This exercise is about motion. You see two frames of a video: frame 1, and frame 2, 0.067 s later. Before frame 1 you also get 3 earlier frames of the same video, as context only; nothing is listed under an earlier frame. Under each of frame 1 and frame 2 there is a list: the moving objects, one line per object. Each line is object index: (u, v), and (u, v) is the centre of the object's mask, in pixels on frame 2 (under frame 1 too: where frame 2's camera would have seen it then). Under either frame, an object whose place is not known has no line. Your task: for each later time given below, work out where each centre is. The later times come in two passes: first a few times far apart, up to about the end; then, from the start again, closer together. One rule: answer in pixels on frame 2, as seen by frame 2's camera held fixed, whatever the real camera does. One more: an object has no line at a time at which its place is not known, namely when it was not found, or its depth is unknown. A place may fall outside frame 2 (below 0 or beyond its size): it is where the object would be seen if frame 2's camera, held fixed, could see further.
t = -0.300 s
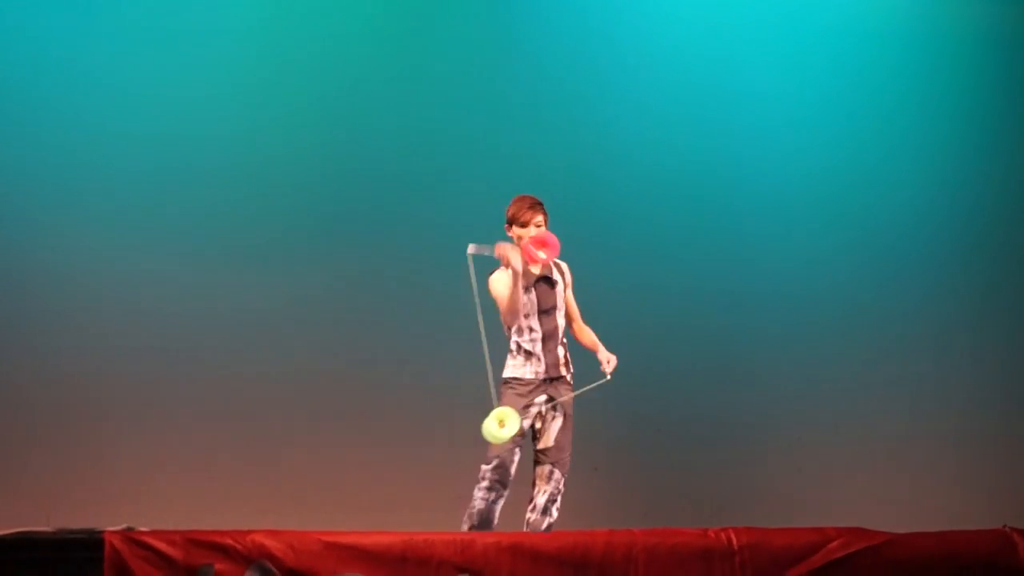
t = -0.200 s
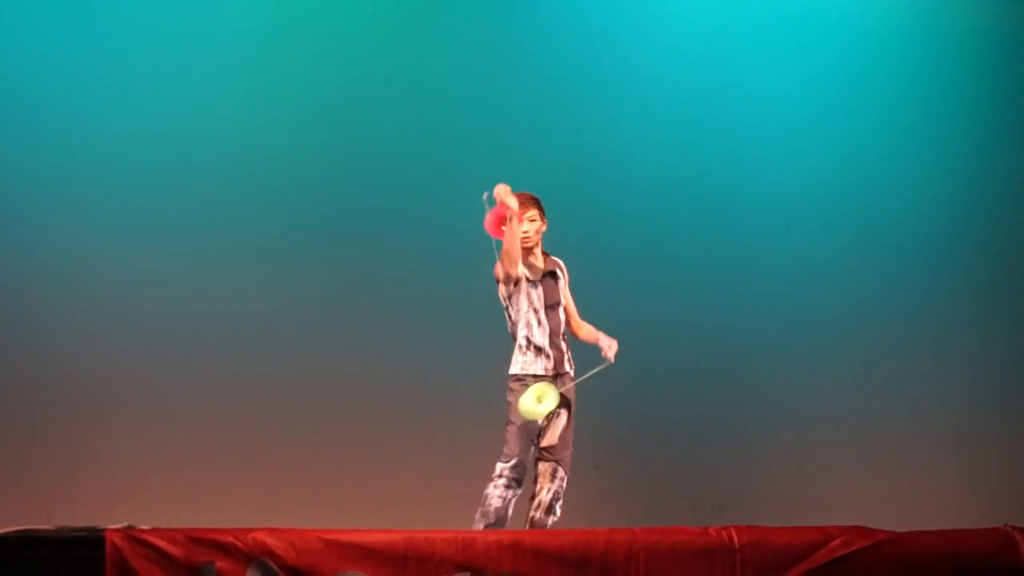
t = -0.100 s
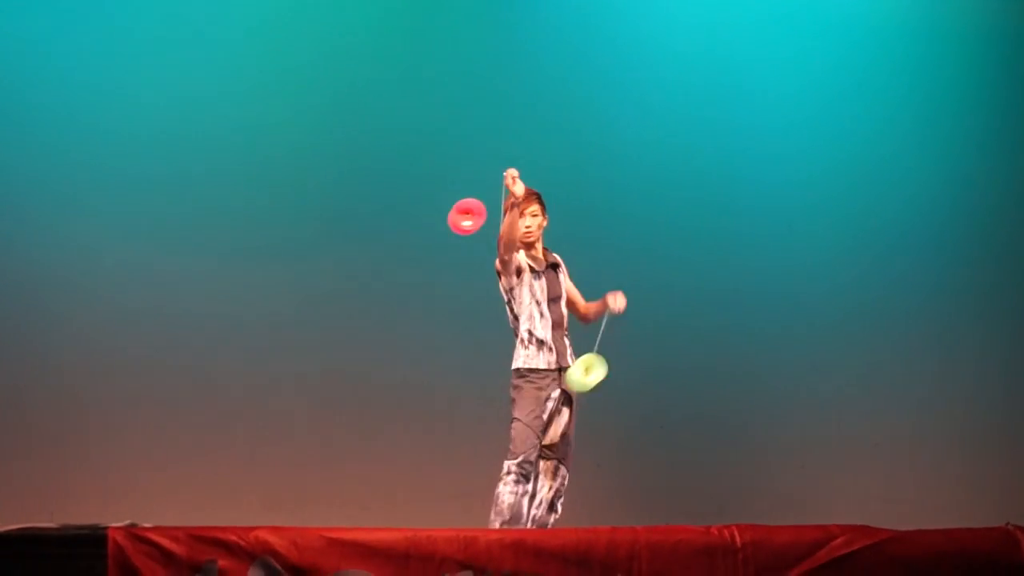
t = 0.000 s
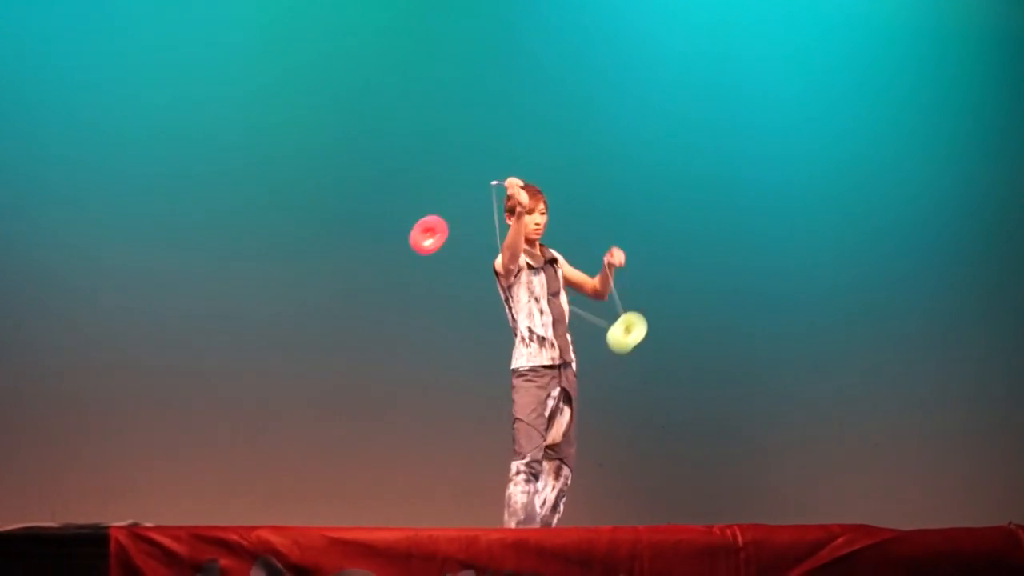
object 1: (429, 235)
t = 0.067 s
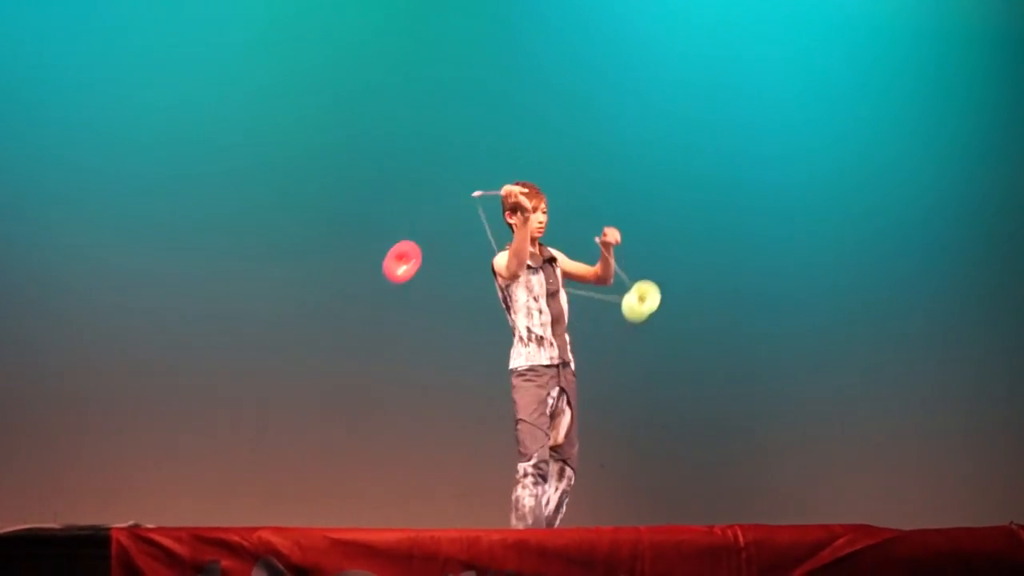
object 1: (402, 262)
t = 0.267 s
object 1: (313, 414)
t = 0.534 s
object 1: (247, 453)
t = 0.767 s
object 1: (228, 378)
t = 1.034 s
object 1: (202, 455)
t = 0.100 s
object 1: (388, 280)
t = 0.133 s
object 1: (374, 301)
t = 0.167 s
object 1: (358, 324)
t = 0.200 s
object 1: (344, 351)
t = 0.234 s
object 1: (329, 381)
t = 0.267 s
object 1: (313, 414)
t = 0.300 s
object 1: (298, 452)
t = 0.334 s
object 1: (282, 493)
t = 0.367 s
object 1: (269, 519)
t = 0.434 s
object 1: (253, 517)
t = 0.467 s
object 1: (251, 500)
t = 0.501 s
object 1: (250, 474)
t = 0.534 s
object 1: (247, 453)
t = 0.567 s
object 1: (245, 435)
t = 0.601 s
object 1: (243, 418)
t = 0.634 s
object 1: (238, 404)
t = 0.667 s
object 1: (236, 394)
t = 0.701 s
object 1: (234, 386)
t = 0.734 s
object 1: (231, 380)
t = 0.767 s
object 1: (228, 378)
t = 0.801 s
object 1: (224, 376)
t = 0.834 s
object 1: (220, 379)
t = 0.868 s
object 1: (217, 386)
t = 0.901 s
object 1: (214, 392)
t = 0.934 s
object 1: (211, 404)
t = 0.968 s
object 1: (207, 418)
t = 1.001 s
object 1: (205, 434)
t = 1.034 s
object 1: (202, 455)
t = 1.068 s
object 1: (197, 480)
